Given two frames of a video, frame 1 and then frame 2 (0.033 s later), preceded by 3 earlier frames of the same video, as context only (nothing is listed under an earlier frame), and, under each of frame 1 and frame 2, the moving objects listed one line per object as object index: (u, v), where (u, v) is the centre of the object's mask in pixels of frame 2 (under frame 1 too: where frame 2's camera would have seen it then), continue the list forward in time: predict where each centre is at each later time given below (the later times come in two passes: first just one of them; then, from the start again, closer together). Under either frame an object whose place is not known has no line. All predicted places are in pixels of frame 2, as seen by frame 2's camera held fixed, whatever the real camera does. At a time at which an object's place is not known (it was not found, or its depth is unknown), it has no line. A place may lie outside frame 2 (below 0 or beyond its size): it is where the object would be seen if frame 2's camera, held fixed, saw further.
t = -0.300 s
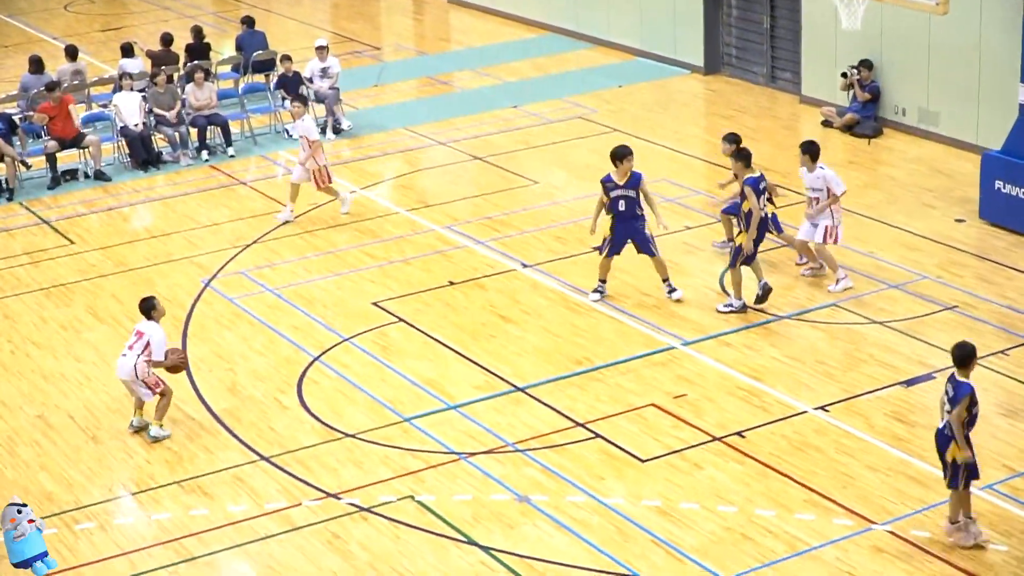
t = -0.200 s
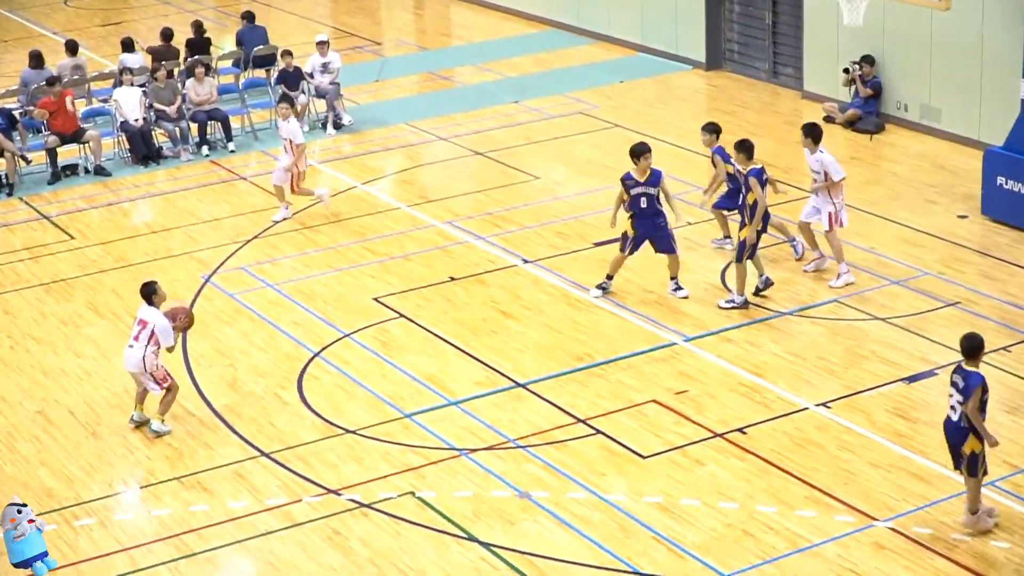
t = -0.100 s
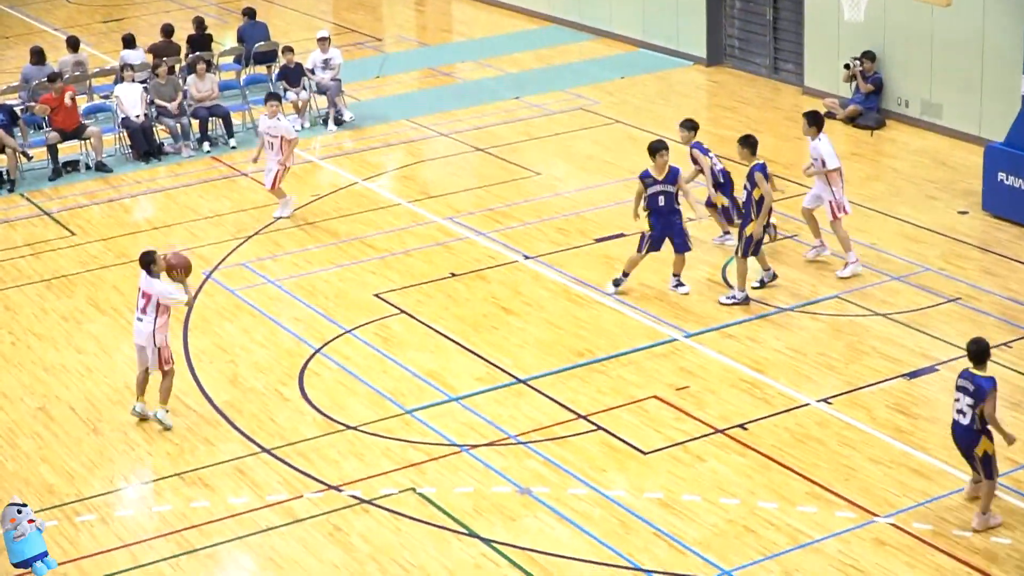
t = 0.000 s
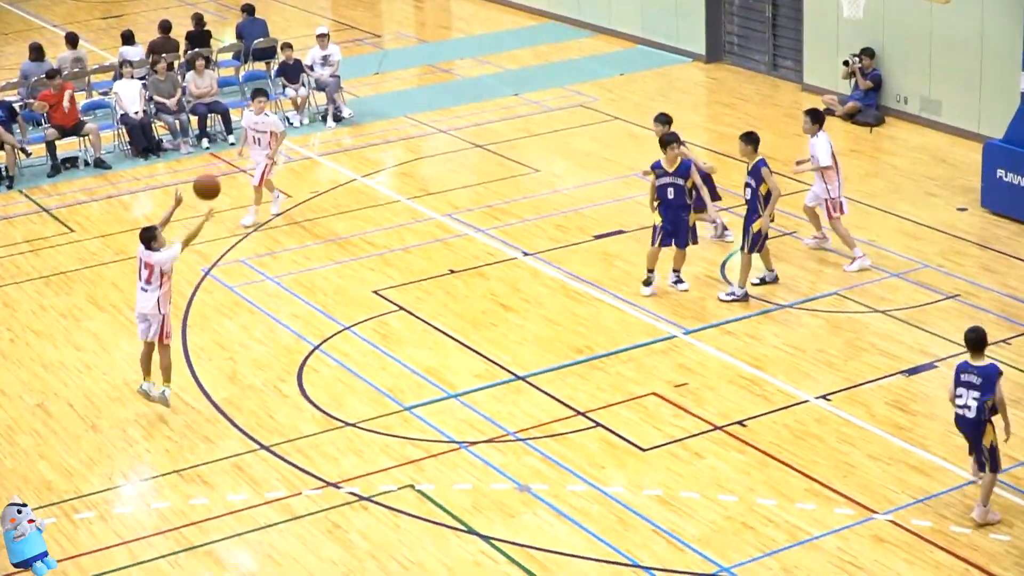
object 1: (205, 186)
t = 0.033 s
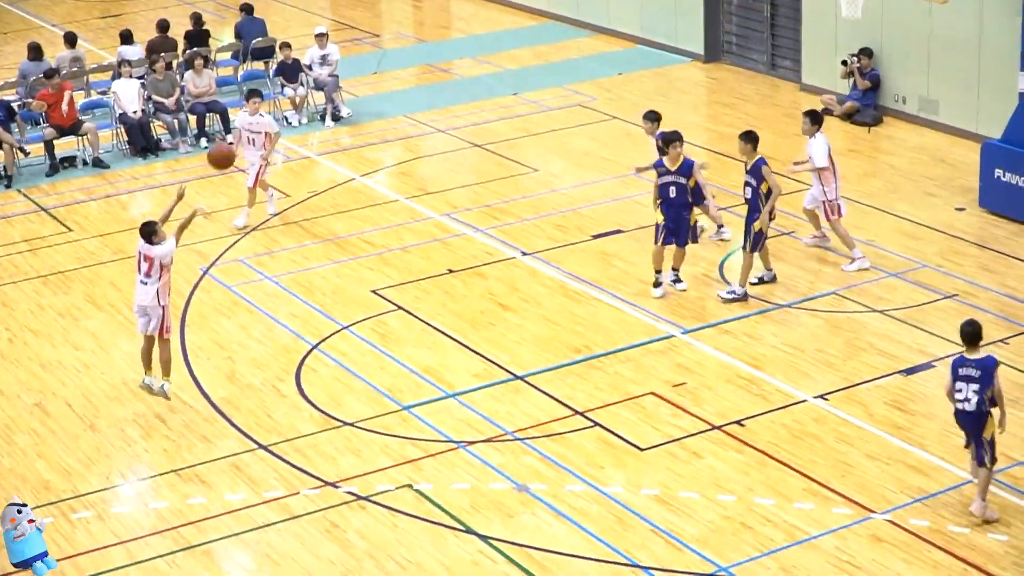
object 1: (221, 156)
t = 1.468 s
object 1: (870, -3)
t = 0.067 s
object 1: (238, 128)
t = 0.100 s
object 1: (252, 100)
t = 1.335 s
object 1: (834, -56)
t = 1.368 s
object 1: (847, -38)
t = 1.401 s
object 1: (860, -18)
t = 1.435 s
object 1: (870, -9)
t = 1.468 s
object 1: (870, -3)
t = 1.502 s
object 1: (870, -7)
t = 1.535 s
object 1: (870, -5)
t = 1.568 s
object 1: (869, -2)
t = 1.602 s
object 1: (869, 2)
